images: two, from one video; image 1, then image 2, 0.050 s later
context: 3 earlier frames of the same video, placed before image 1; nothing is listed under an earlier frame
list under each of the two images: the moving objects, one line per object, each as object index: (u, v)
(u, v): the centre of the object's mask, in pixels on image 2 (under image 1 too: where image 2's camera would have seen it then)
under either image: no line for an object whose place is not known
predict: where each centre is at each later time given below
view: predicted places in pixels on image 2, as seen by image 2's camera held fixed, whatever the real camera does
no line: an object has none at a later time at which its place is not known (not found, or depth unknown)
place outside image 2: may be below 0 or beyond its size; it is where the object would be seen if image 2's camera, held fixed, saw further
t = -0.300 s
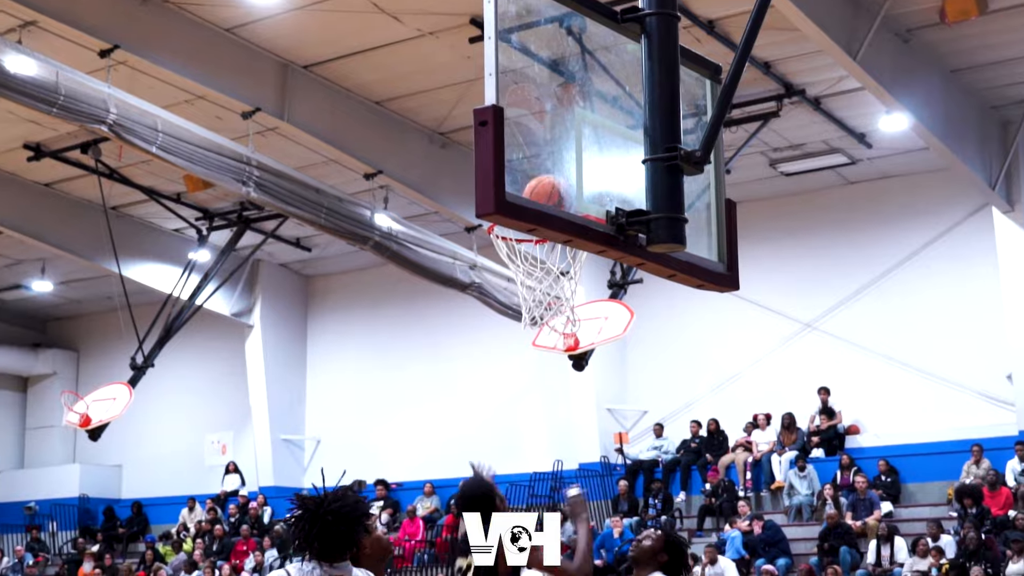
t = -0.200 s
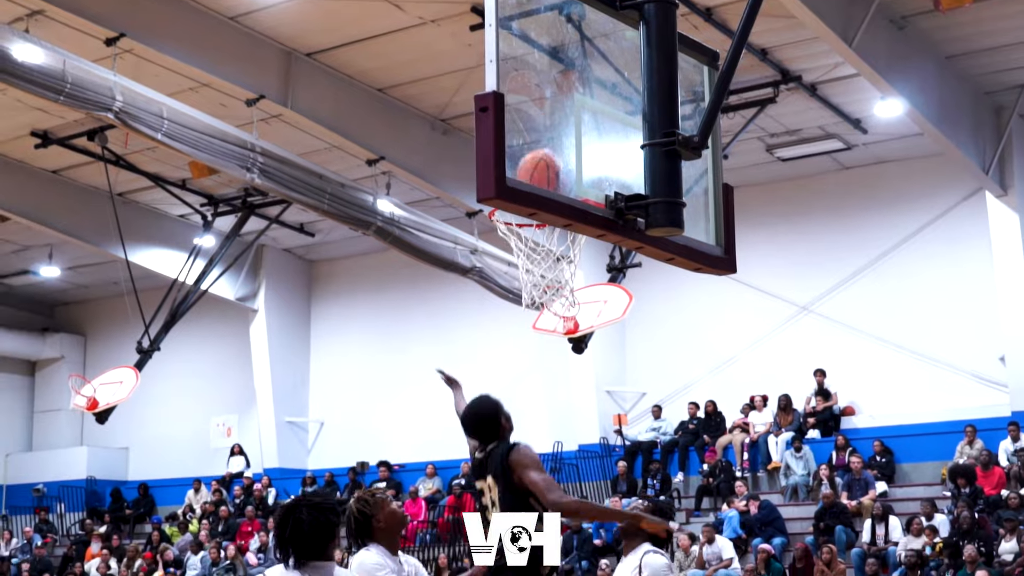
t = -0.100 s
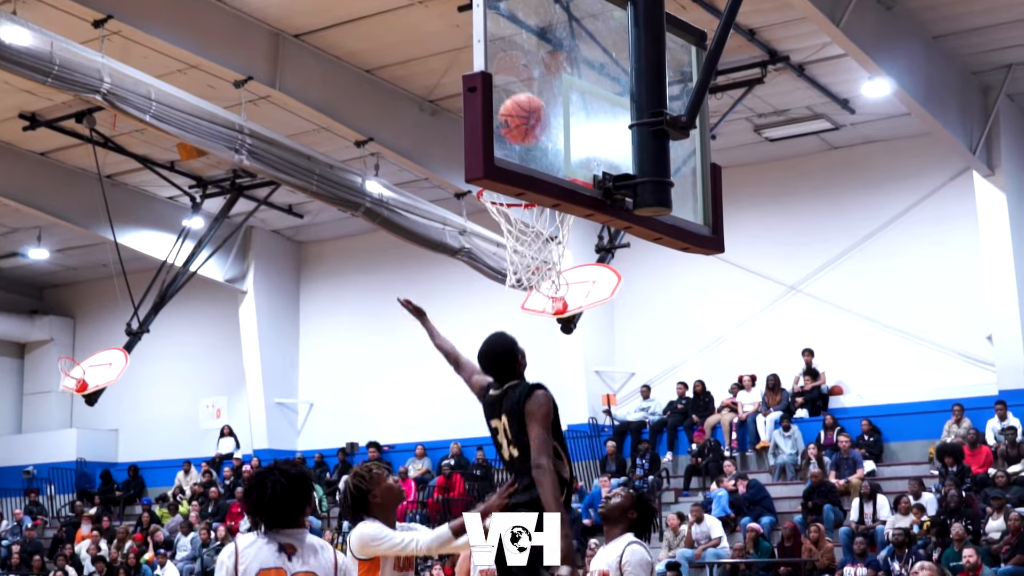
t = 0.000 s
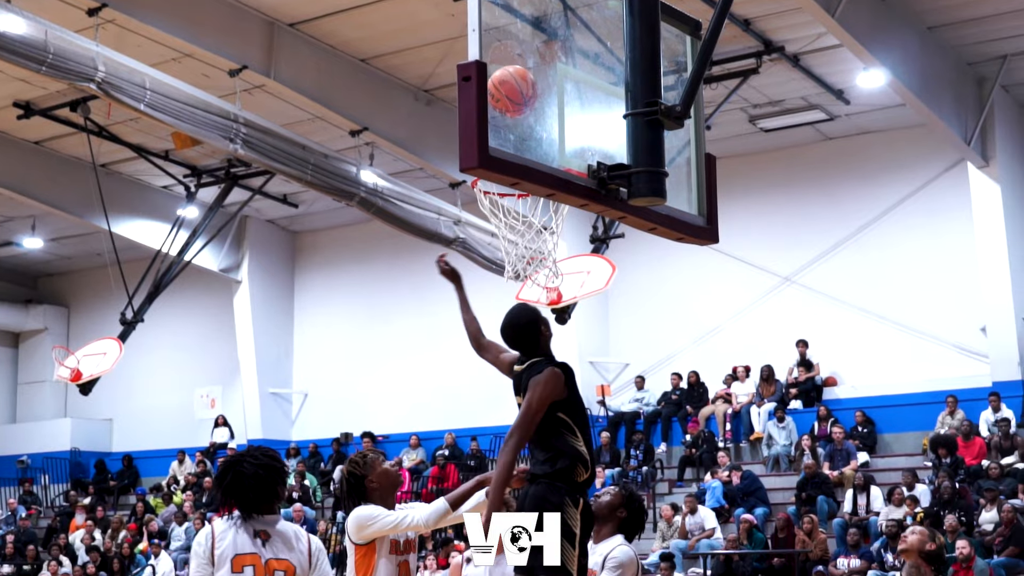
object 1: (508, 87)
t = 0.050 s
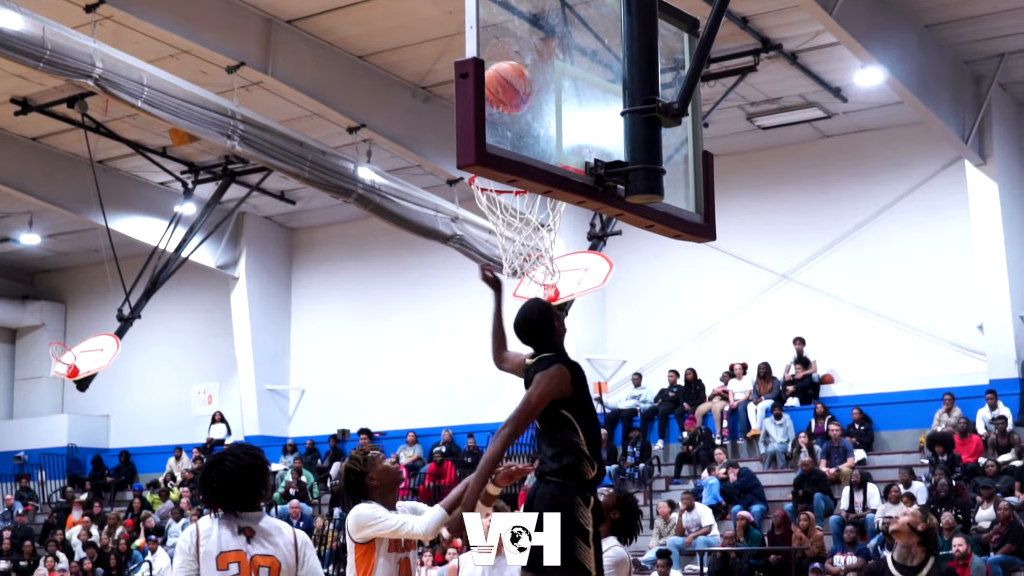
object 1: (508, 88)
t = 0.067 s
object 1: (508, 89)
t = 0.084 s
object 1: (509, 92)
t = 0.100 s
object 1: (510, 95)
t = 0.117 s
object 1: (511, 98)
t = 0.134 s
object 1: (512, 101)
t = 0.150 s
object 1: (513, 104)
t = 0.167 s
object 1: (513, 106)
